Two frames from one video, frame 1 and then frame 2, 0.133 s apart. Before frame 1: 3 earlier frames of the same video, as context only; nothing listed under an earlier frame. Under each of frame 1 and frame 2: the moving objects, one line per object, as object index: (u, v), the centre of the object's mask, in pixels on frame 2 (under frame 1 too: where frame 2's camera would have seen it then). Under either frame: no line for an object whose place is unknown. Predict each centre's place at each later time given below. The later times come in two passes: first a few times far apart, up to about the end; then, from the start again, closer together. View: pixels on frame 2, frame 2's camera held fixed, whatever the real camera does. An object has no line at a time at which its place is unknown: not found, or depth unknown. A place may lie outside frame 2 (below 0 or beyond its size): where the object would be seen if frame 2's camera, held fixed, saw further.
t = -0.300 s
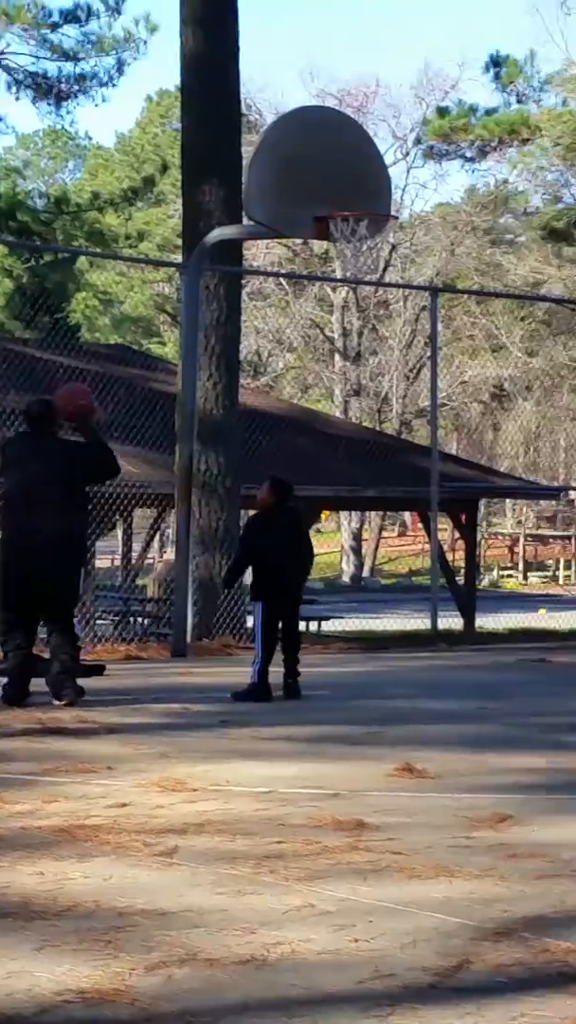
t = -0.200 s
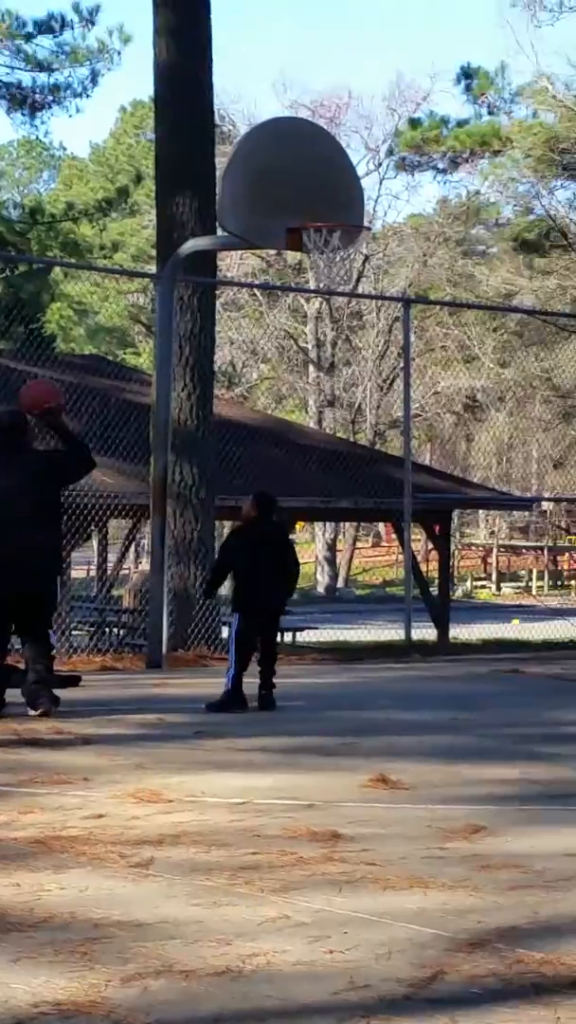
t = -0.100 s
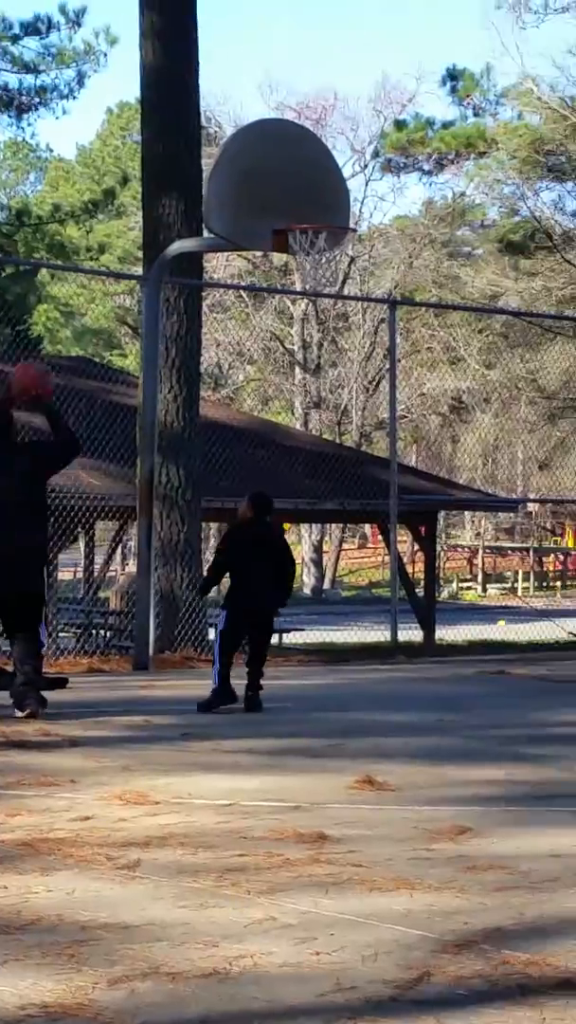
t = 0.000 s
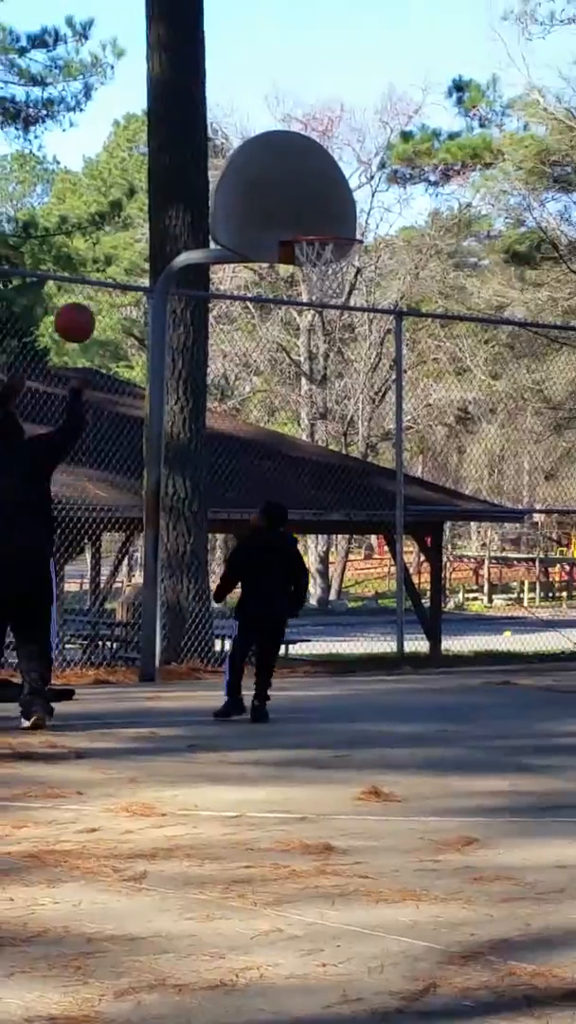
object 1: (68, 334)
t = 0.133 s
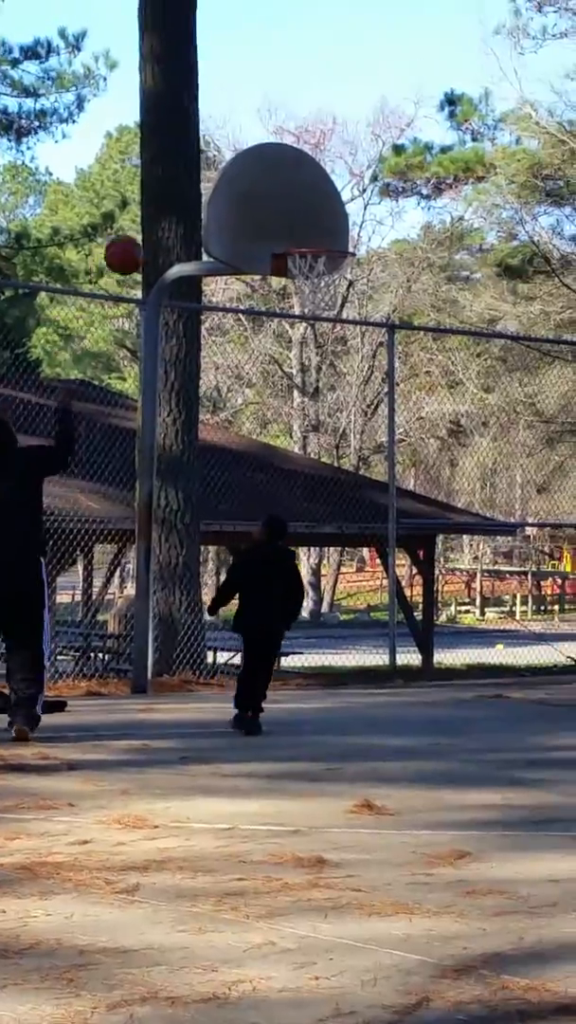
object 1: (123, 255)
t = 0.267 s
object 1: (176, 211)
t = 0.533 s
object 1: (261, 205)
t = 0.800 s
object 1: (306, 203)
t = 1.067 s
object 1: (324, 234)
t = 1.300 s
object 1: (351, 299)
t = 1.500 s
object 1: (380, 395)
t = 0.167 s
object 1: (136, 240)
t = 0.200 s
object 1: (151, 229)
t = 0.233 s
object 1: (162, 219)
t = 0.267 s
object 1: (176, 211)
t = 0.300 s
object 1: (188, 204)
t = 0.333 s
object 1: (200, 199)
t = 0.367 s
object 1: (212, 196)
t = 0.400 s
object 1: (223, 194)
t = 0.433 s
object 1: (234, 194)
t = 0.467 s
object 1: (242, 197)
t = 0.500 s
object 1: (251, 202)
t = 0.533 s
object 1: (261, 205)
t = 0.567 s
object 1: (272, 212)
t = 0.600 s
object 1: (281, 221)
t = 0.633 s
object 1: (291, 231)
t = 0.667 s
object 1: (295, 226)
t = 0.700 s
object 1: (298, 218)
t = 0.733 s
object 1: (301, 213)
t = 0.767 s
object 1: (303, 208)
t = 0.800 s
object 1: (306, 203)
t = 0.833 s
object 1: (308, 202)
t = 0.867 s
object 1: (310, 203)
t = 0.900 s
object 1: (313, 205)
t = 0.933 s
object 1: (316, 207)
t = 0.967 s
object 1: (318, 211)
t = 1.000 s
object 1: (319, 219)
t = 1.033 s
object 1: (321, 229)
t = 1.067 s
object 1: (324, 234)
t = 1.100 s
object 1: (325, 243)
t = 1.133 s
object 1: (331, 253)
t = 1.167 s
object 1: (332, 259)
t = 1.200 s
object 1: (339, 268)
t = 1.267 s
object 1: (349, 290)
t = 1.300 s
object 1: (351, 299)
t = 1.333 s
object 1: (355, 311)
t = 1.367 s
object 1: (361, 325)
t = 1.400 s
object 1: (366, 340)
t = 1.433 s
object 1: (371, 357)
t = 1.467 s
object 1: (374, 376)
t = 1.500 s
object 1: (380, 395)
